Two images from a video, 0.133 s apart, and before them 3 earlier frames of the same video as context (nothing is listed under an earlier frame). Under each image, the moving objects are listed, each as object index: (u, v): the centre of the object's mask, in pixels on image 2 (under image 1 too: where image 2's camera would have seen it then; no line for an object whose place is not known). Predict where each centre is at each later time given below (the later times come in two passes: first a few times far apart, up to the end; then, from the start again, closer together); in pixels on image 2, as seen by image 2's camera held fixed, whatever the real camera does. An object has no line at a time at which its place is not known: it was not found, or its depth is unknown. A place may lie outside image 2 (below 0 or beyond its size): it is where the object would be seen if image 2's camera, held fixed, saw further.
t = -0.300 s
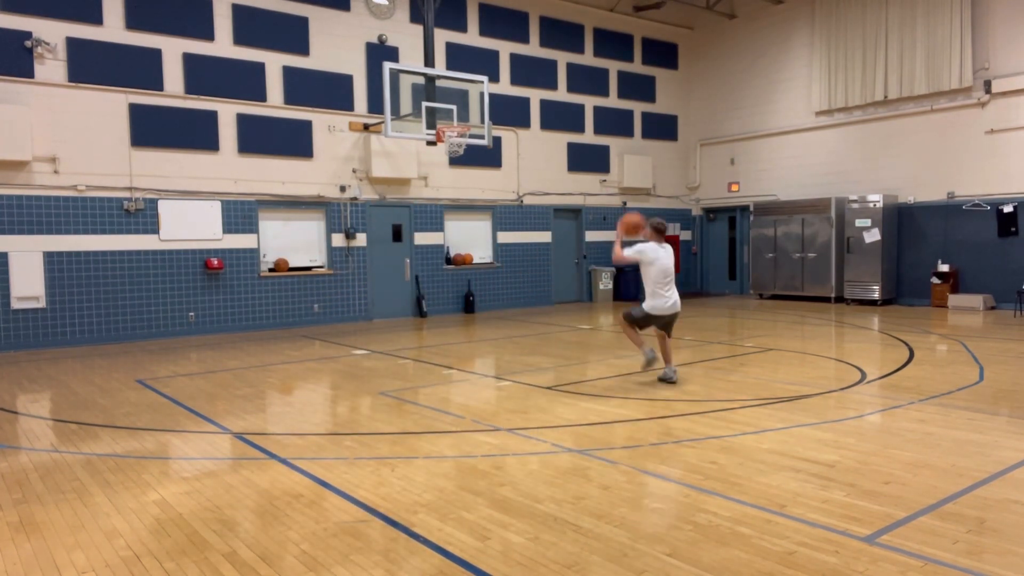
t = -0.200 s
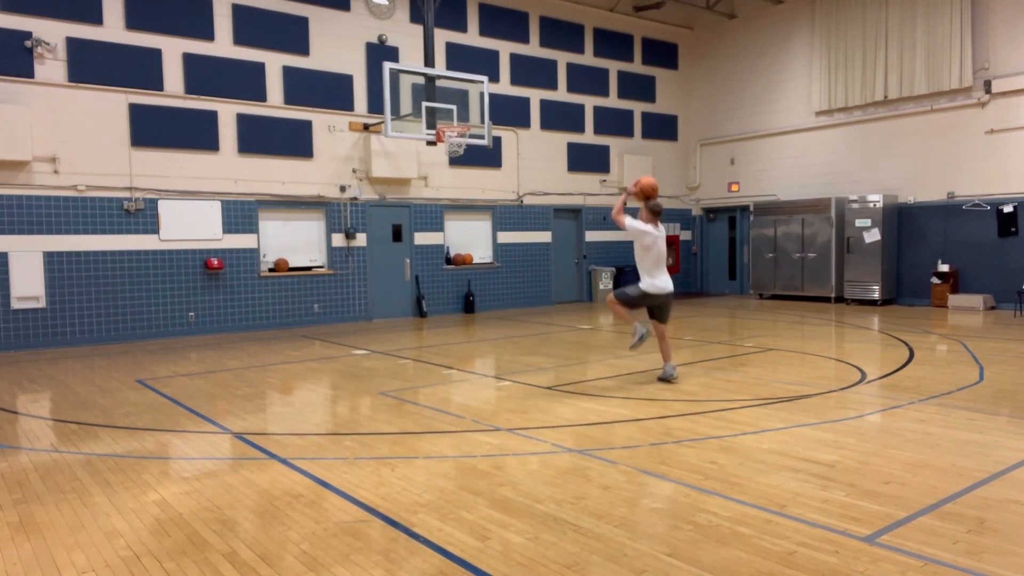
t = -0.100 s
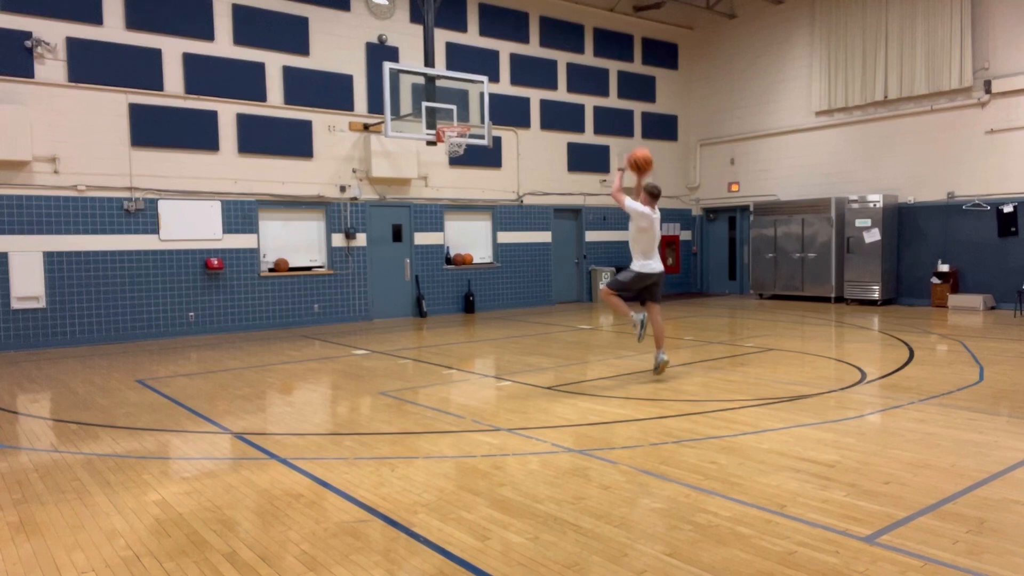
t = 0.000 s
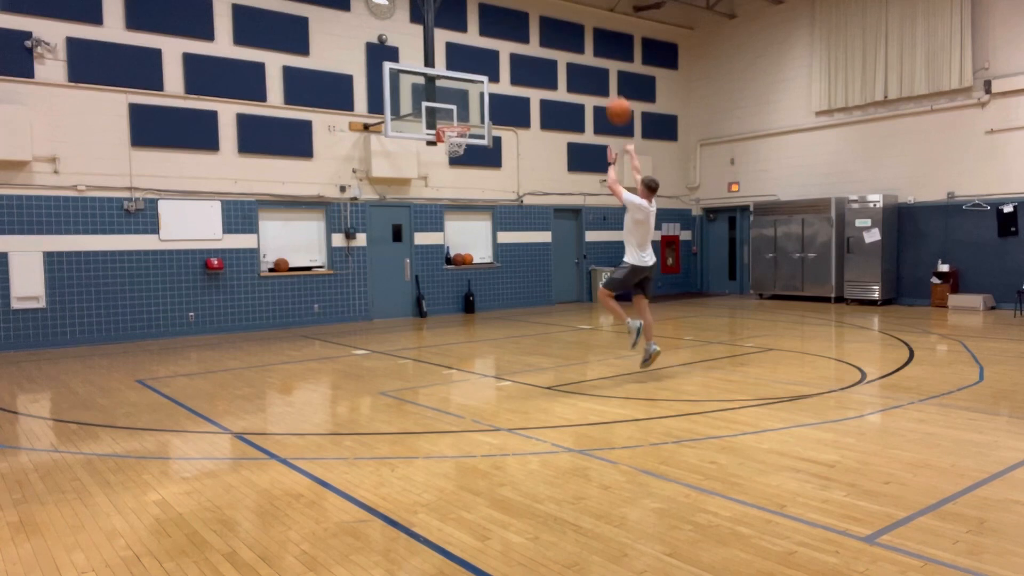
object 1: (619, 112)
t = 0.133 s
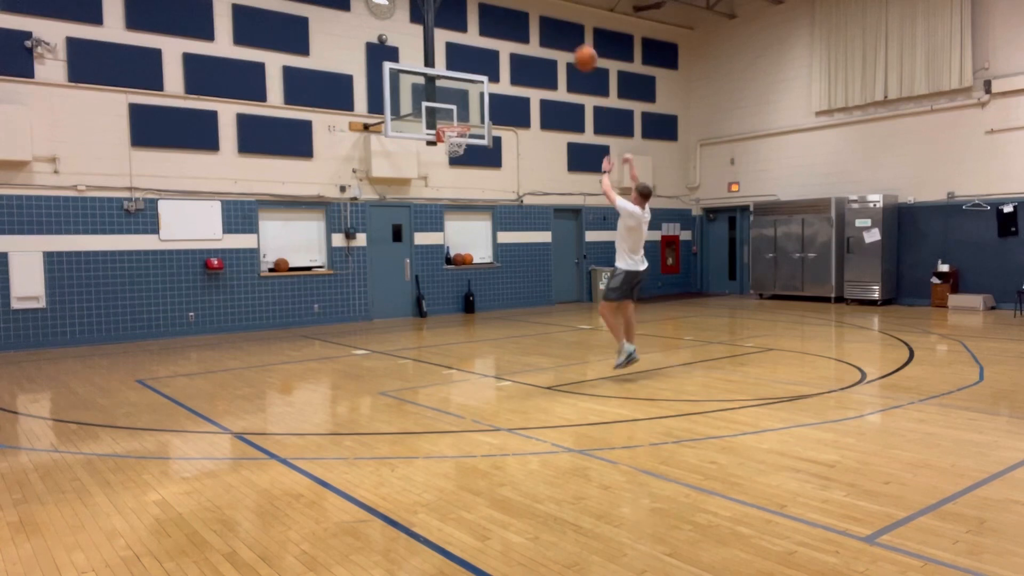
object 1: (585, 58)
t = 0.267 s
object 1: (557, 28)
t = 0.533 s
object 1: (509, 19)
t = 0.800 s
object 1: (473, 63)
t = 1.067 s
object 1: (446, 142)
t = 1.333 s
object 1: (458, 147)
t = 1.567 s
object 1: (463, 179)
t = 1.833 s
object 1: (471, 257)
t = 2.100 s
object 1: (475, 297)
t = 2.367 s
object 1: (472, 237)
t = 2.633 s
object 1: (471, 225)
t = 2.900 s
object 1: (470, 261)
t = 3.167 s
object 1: (471, 326)
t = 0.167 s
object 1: (578, 48)
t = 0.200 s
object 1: (571, 40)
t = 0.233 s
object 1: (564, 34)
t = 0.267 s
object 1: (557, 28)
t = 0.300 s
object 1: (551, 23)
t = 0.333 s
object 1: (545, 20)
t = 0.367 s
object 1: (538, 17)
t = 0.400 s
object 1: (532, 16)
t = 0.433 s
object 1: (526, 15)
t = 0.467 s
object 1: (520, 16)
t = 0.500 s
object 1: (515, 17)
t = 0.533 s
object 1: (509, 19)
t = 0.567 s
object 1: (505, 22)
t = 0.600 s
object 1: (500, 26)
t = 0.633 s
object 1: (495, 30)
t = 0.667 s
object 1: (490, 35)
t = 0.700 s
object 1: (486, 41)
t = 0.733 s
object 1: (481, 50)
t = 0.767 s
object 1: (477, 56)
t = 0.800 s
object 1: (473, 63)
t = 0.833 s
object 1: (469, 71)
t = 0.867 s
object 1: (465, 81)
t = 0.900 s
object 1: (461, 91)
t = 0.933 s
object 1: (458, 100)
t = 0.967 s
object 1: (454, 111)
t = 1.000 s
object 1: (451, 121)
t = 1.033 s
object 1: (447, 133)
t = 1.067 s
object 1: (446, 142)
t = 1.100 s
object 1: (447, 143)
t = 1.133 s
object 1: (448, 143)
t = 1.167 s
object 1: (449, 143)
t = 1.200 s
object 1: (451, 143)
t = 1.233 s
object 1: (453, 142)
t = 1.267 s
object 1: (455, 145)
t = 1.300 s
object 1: (457, 145)
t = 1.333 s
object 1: (458, 147)
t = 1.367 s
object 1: (458, 148)
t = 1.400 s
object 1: (459, 153)
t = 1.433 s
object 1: (460, 156)
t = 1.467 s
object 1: (461, 161)
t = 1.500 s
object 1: (462, 166)
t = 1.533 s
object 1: (463, 171)
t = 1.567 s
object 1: (463, 179)
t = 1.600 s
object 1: (464, 186)
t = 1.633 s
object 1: (465, 194)
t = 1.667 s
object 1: (466, 202)
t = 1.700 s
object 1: (467, 212)
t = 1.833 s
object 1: (471, 257)
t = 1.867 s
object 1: (472, 272)
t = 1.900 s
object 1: (472, 284)
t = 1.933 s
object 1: (474, 300)
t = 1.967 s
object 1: (475, 314)
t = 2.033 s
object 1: (475, 318)
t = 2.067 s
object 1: (475, 307)
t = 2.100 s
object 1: (475, 297)
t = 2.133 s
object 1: (474, 287)
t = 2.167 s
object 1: (474, 278)
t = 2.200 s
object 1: (474, 270)
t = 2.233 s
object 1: (475, 262)
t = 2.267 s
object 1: (472, 255)
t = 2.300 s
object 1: (473, 247)
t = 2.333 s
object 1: (473, 242)
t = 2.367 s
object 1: (472, 237)
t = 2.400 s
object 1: (472, 233)
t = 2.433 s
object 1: (472, 230)
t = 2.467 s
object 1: (471, 227)
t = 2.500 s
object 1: (471, 225)
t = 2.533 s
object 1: (471, 223)
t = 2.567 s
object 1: (471, 223)
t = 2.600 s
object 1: (471, 223)
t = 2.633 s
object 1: (471, 225)
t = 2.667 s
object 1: (471, 226)
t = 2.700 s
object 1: (471, 229)
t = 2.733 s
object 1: (470, 232)
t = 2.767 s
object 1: (470, 236)
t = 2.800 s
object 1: (470, 241)
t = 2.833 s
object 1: (470, 247)
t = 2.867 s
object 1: (470, 254)
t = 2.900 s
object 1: (470, 261)
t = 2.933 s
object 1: (470, 270)
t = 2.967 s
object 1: (470, 278)
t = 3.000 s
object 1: (470, 288)
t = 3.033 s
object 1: (470, 299)
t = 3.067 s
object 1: (470, 309)
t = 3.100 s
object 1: (470, 321)
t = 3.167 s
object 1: (471, 326)
